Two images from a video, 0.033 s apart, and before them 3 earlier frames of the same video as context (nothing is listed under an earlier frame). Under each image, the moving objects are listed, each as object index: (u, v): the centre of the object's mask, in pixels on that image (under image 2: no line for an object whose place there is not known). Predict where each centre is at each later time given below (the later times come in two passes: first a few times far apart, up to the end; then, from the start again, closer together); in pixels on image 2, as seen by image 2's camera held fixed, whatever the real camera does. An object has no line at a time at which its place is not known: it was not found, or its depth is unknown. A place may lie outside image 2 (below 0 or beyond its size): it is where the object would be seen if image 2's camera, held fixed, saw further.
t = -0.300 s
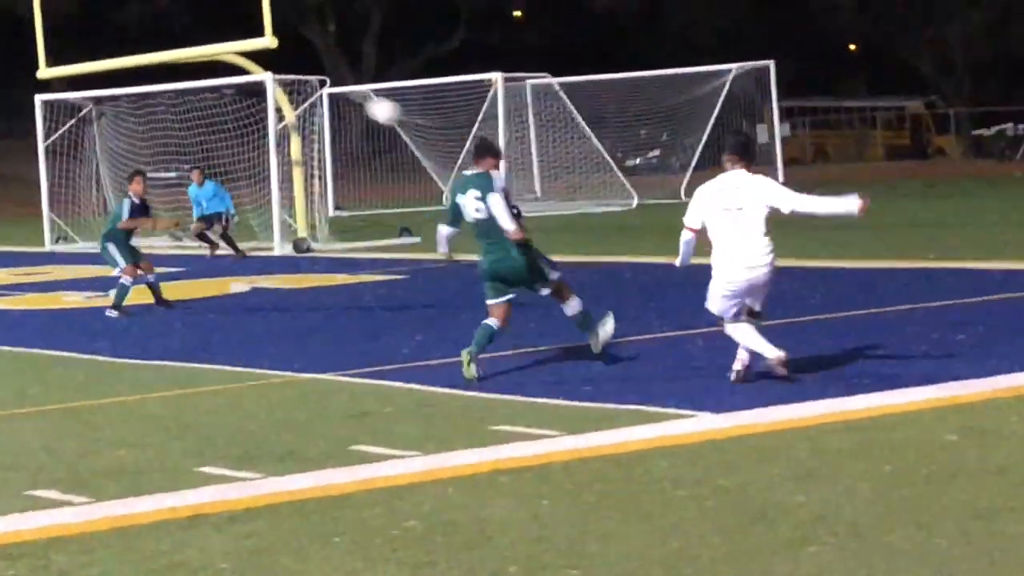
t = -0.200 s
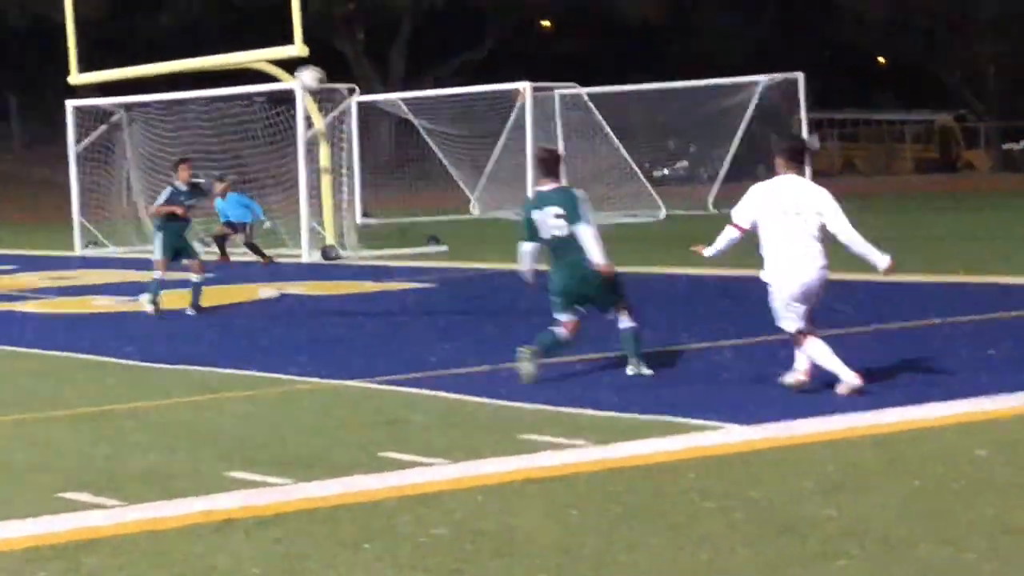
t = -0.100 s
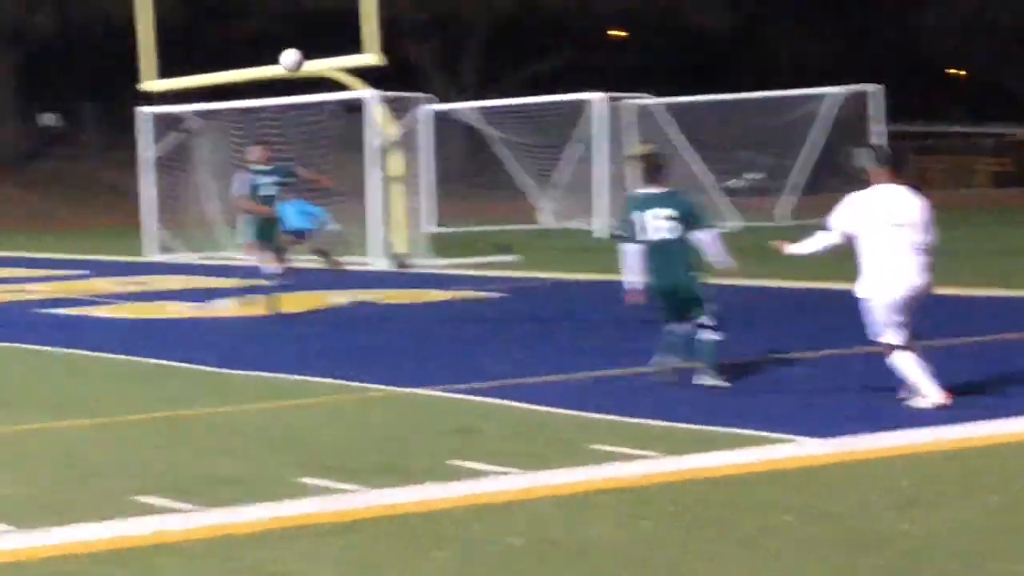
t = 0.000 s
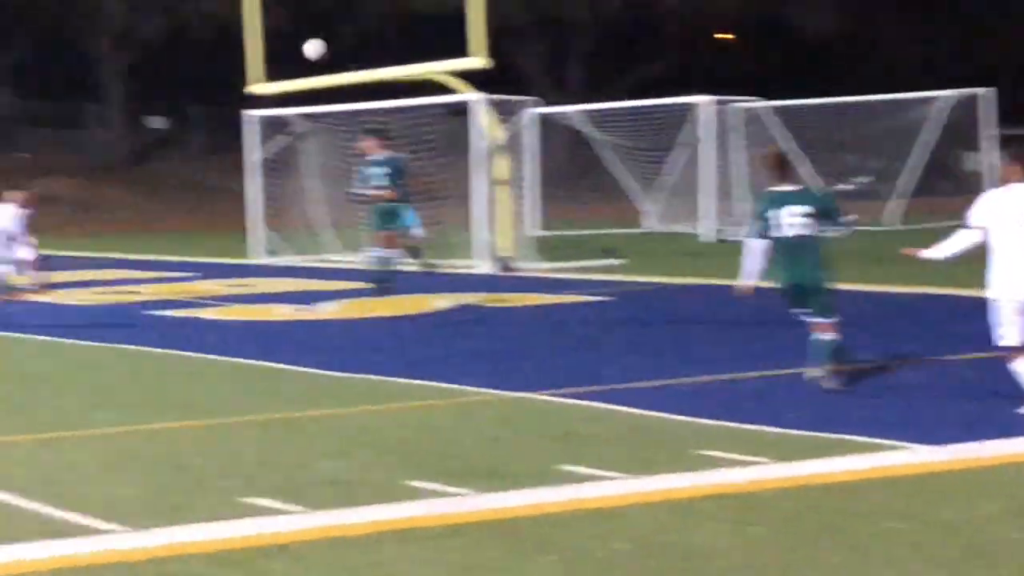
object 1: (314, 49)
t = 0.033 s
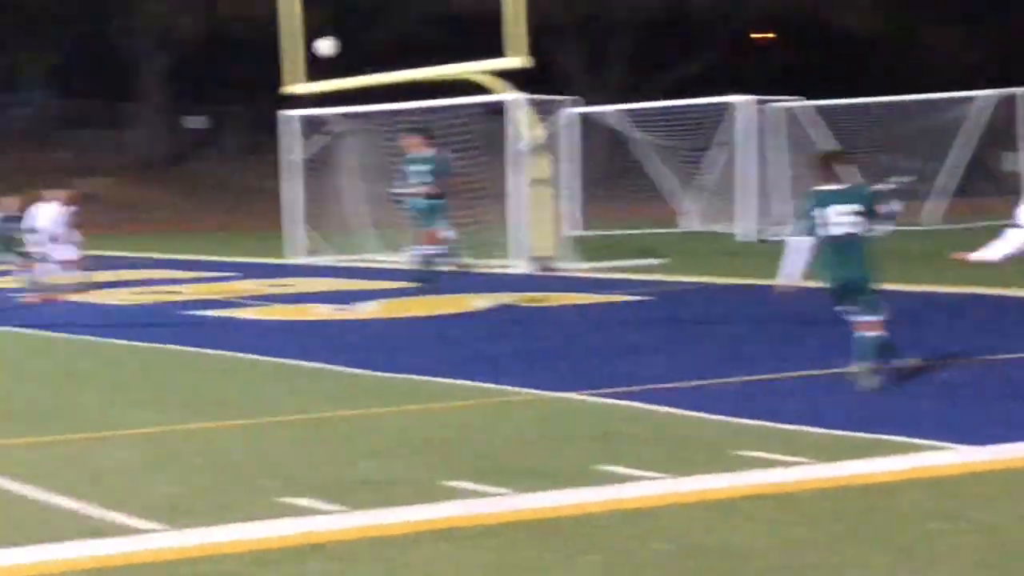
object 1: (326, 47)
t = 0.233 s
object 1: (191, 47)
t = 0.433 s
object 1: (79, 75)
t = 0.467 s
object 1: (59, 82)
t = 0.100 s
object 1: (275, 44)
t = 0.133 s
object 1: (254, 44)
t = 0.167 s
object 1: (232, 44)
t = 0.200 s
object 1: (210, 46)
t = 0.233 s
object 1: (191, 47)
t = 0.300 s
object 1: (151, 54)
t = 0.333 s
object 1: (130, 60)
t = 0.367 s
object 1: (109, 65)
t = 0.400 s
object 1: (99, 68)
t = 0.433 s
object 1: (79, 75)
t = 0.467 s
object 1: (59, 82)
